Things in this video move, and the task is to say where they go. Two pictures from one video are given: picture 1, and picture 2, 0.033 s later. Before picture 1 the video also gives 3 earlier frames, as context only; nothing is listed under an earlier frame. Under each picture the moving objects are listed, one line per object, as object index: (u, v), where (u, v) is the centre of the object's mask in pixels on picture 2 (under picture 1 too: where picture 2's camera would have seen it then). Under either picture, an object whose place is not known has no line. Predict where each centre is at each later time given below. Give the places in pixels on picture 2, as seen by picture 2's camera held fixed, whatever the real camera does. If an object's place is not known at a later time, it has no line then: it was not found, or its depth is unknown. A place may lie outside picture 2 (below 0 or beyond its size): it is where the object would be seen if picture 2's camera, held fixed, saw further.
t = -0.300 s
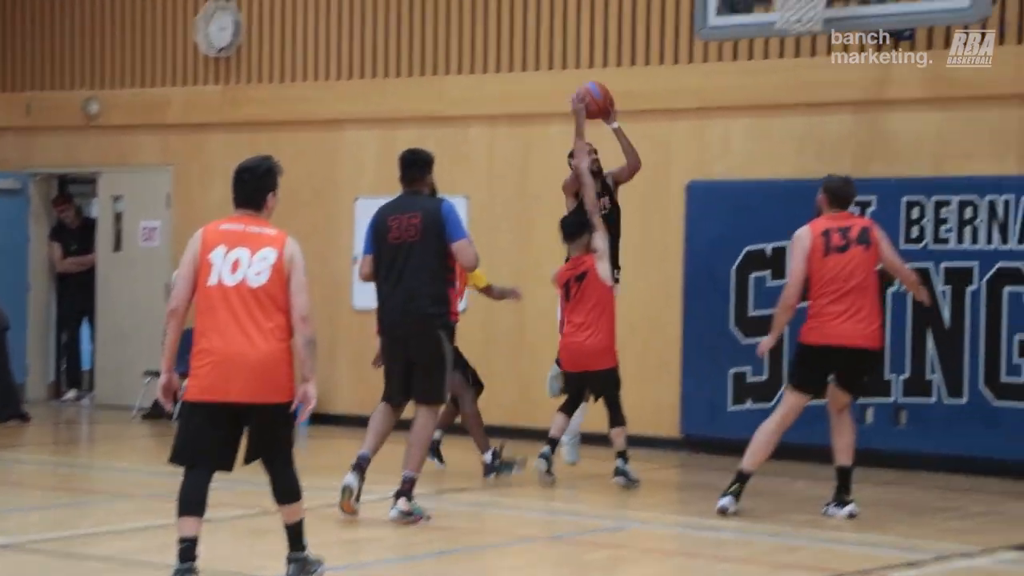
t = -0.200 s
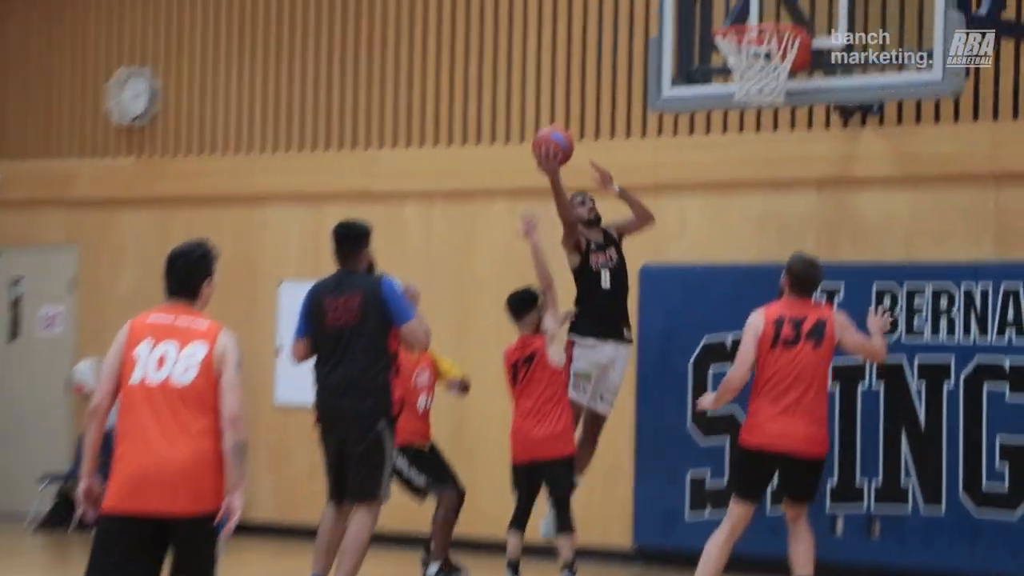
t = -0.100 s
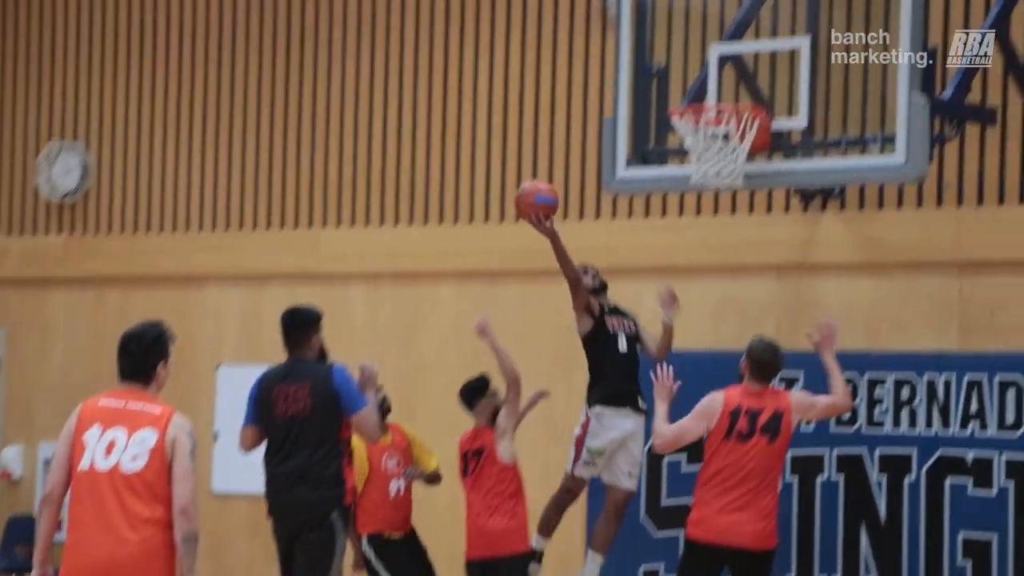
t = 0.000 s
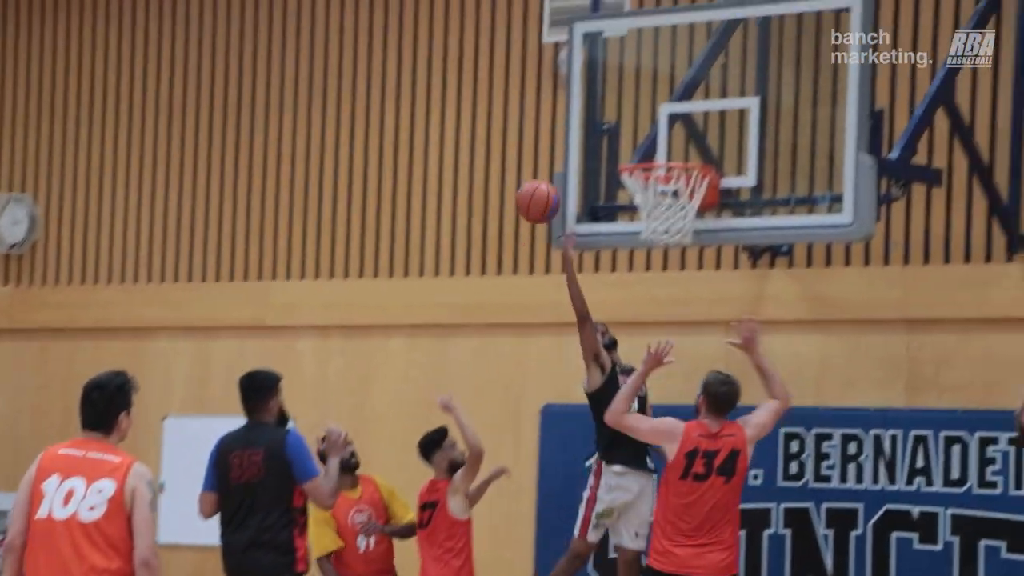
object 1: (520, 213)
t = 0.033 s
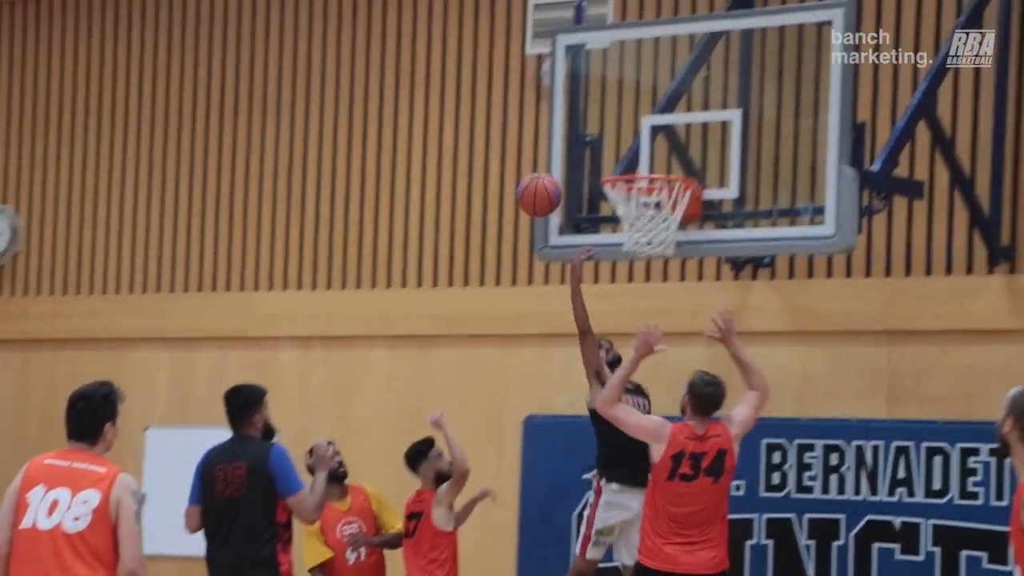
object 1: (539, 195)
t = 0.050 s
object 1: (548, 186)
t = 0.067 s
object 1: (557, 178)
